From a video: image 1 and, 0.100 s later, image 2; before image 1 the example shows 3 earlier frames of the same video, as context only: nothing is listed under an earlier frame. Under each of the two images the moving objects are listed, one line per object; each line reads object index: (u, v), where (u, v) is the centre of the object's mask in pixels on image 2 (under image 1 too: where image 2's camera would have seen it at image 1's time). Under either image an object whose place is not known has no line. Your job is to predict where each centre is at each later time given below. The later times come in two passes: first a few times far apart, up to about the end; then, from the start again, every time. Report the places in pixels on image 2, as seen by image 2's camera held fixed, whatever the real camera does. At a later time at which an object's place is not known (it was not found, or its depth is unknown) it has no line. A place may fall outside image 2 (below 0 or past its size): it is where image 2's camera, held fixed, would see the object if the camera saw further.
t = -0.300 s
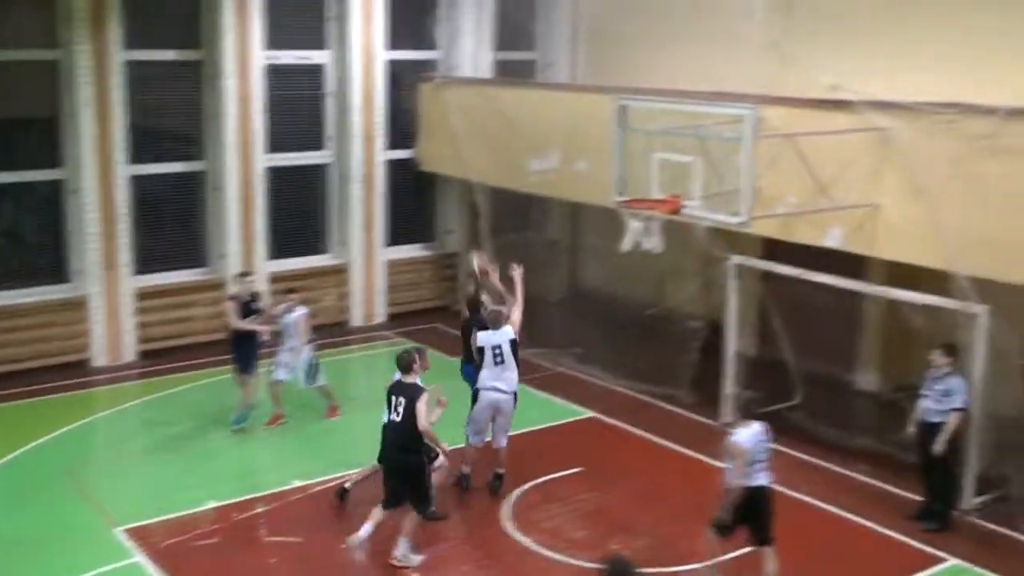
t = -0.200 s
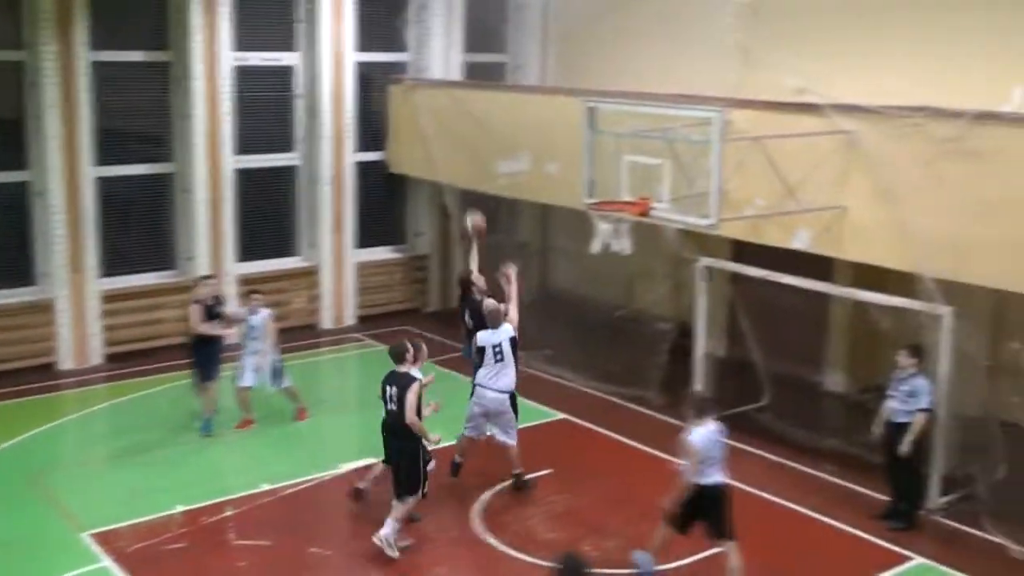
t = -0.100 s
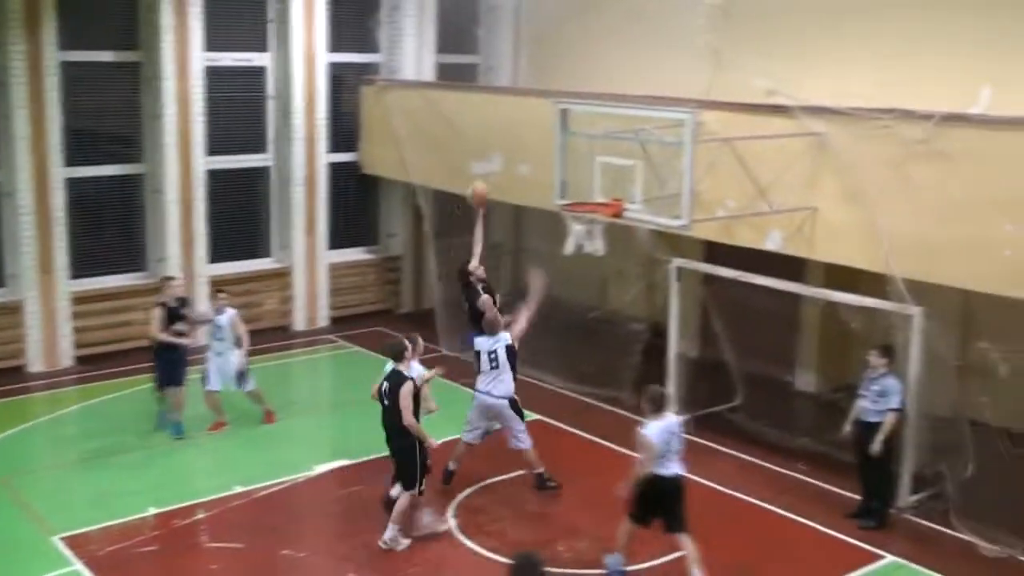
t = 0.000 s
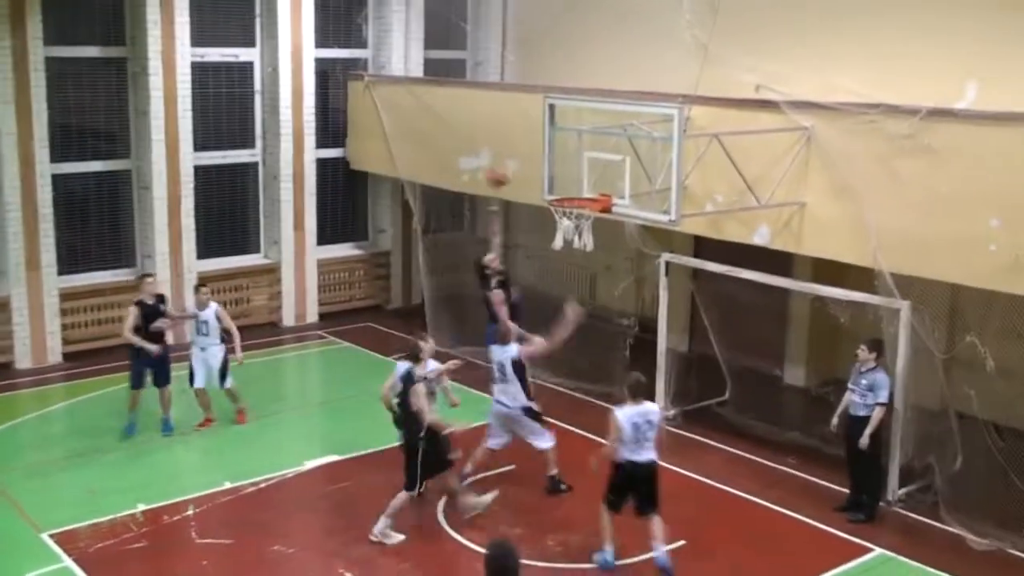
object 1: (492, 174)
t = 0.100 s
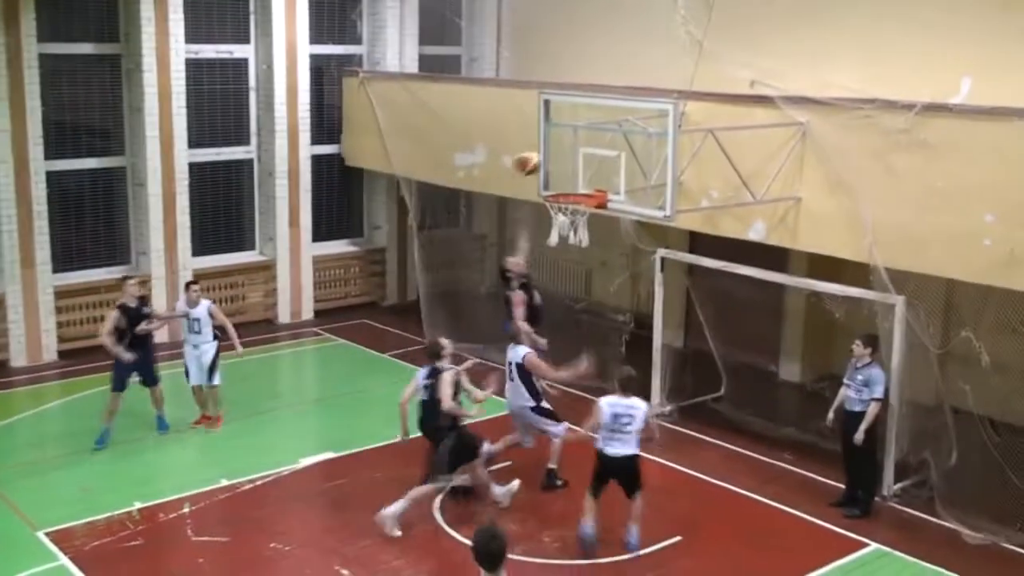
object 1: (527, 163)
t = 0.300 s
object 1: (569, 175)
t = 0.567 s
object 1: (563, 241)
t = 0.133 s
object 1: (539, 163)
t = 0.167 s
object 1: (551, 163)
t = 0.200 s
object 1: (562, 165)
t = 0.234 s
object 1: (568, 168)
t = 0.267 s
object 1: (568, 171)
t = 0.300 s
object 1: (569, 175)
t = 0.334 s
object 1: (568, 179)
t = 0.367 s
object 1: (568, 188)
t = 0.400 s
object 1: (567, 194)
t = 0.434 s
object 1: (566, 199)
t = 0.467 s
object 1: (569, 210)
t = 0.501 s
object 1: (567, 217)
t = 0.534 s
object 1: (560, 228)
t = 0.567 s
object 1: (563, 241)
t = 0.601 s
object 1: (565, 250)
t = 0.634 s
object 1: (565, 265)
